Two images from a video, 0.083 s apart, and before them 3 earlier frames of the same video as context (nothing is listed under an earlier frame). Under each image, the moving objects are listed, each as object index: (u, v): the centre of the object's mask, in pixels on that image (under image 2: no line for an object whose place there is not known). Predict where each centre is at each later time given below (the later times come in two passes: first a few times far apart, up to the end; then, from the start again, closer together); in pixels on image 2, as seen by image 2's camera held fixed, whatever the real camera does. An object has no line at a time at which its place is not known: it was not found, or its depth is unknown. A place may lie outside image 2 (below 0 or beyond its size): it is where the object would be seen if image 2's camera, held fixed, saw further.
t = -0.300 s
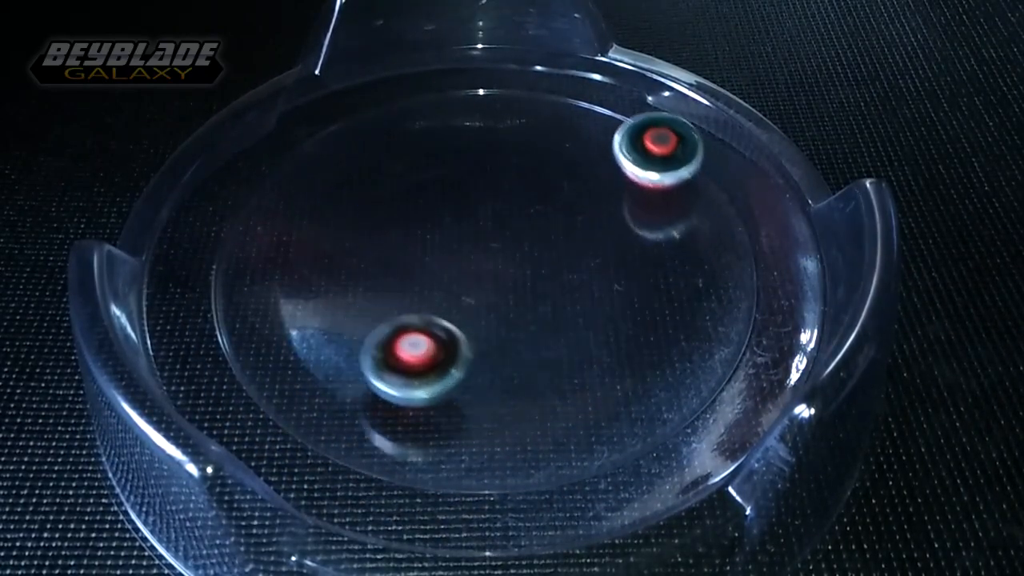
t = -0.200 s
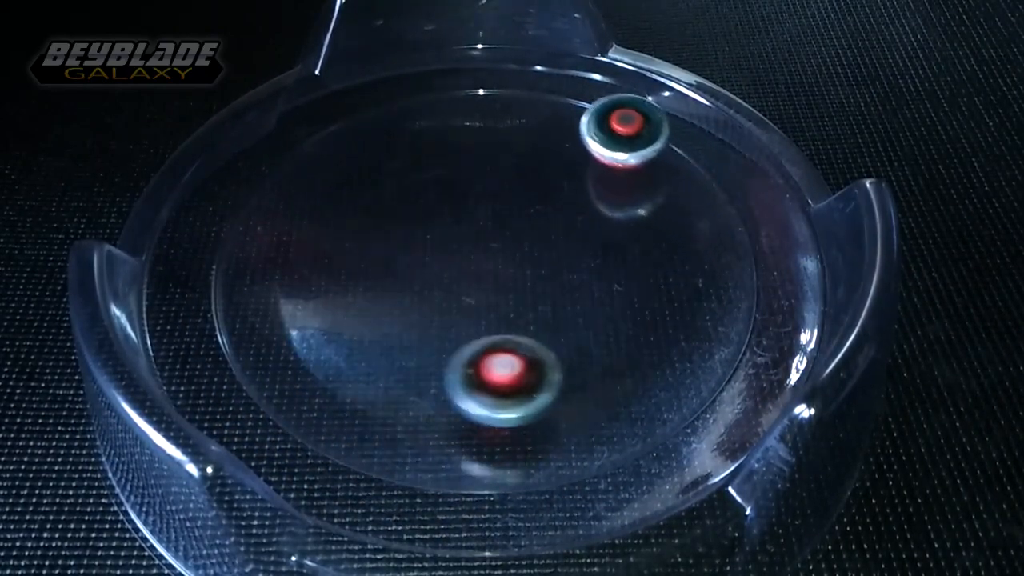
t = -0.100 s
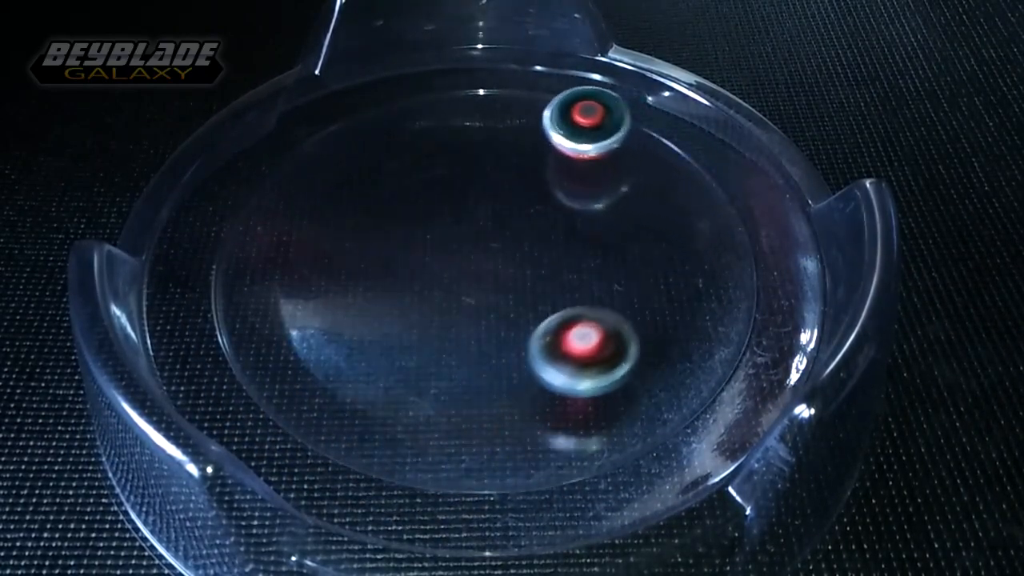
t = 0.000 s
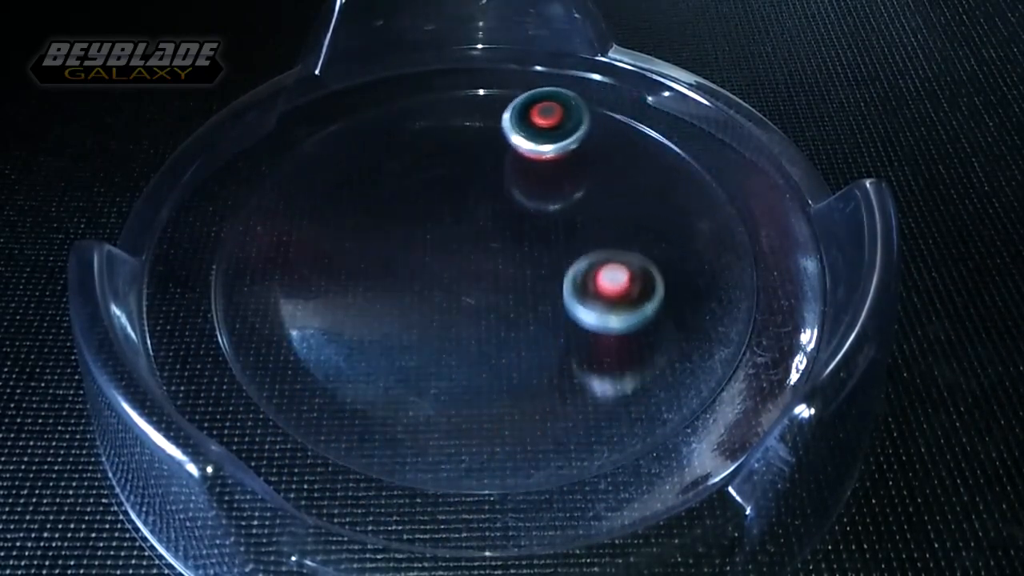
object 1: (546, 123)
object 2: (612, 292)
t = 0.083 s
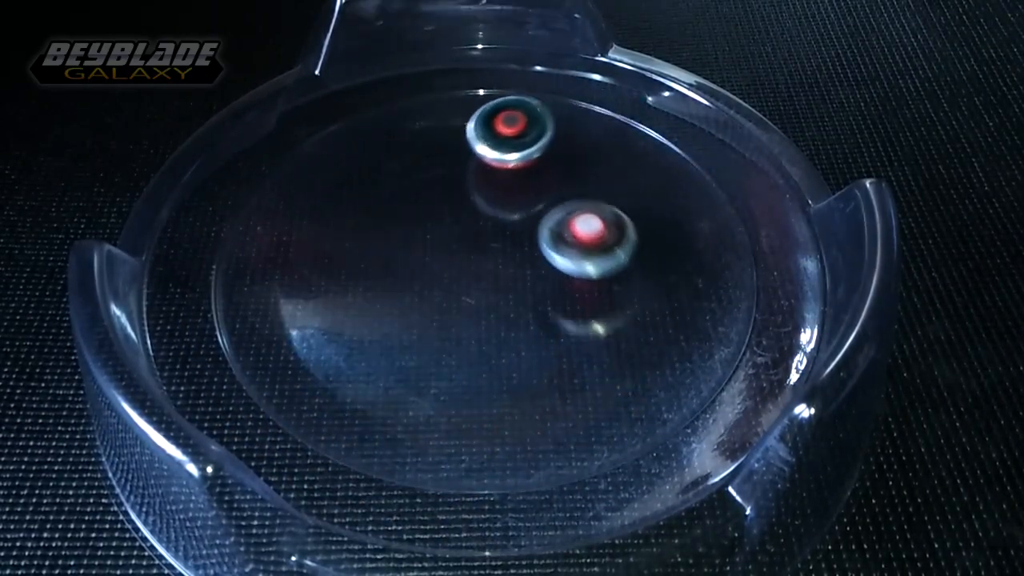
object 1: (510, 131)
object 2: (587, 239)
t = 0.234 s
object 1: (439, 132)
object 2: (479, 212)
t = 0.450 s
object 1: (365, 178)
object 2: (336, 283)
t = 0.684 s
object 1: (362, 251)
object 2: (446, 380)
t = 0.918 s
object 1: (423, 303)
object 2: (558, 268)
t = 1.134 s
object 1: (494, 294)
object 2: (424, 177)
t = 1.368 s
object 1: (491, 261)
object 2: (289, 264)
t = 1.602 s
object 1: (474, 257)
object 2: (472, 342)
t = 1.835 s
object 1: (448, 213)
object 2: (615, 237)
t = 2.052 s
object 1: (438, 229)
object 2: (504, 133)
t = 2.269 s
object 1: (435, 241)
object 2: (347, 196)
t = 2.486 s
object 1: (448, 240)
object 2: (402, 339)
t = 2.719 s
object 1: (468, 239)
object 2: (617, 310)
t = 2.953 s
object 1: (483, 240)
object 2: (583, 171)
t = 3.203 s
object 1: (493, 246)
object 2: (384, 193)
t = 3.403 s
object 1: (495, 254)
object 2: (352, 321)
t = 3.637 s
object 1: (489, 266)
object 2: (555, 369)
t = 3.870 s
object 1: (485, 271)
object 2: (604, 228)
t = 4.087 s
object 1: (480, 271)
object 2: (446, 170)
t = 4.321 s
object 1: (466, 270)
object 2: (307, 263)
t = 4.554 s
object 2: (444, 375)
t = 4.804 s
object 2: (589, 259)
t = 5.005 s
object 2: (499, 161)
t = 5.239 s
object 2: (332, 191)
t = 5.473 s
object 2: (370, 329)
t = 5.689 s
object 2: (562, 316)
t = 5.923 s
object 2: (581, 181)
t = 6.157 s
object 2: (421, 153)
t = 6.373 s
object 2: (349, 267)
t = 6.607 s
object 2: (504, 356)
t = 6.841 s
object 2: (629, 255)
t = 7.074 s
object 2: (510, 168)
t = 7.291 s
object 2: (364, 222)
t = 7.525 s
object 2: (387, 353)
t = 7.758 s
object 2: (572, 337)
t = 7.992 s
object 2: (559, 209)
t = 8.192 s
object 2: (425, 165)
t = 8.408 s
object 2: (311, 239)
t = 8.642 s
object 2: (420, 345)
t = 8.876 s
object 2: (593, 301)
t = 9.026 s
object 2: (606, 218)
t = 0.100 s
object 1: (503, 134)
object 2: (577, 230)
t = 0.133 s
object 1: (490, 140)
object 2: (553, 216)
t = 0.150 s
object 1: (484, 144)
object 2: (539, 209)
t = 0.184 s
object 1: (468, 141)
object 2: (516, 207)
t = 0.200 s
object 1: (457, 137)
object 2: (505, 209)
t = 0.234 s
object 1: (439, 132)
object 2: (479, 212)
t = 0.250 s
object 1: (432, 131)
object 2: (465, 213)
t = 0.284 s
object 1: (417, 134)
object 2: (437, 216)
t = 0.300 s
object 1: (411, 137)
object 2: (422, 219)
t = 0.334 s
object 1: (398, 145)
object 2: (396, 228)
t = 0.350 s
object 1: (392, 149)
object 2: (384, 234)
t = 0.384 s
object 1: (381, 158)
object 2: (364, 248)
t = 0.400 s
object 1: (377, 163)
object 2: (355, 256)
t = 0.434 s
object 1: (368, 172)
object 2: (341, 274)
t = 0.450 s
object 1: (365, 178)
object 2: (336, 283)
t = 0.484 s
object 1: (360, 188)
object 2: (332, 302)
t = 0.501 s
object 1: (358, 194)
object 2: (332, 311)
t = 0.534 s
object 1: (356, 204)
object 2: (336, 329)
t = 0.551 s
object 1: (356, 209)
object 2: (343, 339)
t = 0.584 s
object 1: (356, 220)
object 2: (362, 355)
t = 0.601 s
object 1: (356, 226)
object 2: (374, 363)
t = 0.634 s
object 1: (357, 236)
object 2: (403, 374)
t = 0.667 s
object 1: (360, 246)
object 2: (432, 379)
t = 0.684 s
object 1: (362, 251)
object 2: (446, 380)
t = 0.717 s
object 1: (367, 261)
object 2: (475, 376)
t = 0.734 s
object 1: (370, 265)
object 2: (487, 373)
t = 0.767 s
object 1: (377, 275)
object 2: (512, 361)
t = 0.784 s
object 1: (381, 279)
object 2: (524, 354)
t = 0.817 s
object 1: (390, 286)
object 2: (543, 336)
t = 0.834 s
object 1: (395, 290)
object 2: (550, 325)
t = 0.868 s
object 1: (406, 296)
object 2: (559, 303)
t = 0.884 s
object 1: (411, 299)
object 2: (561, 291)
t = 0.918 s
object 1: (423, 303)
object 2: (558, 268)
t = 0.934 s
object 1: (429, 304)
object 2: (555, 258)
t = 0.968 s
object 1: (441, 306)
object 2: (543, 237)
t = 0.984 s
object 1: (448, 306)
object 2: (535, 227)
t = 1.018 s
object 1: (460, 306)
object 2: (515, 210)
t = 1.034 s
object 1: (466, 305)
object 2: (504, 202)
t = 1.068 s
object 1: (477, 303)
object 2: (479, 190)
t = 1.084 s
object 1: (482, 301)
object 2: (466, 185)
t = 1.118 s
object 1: (490, 297)
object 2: (438, 178)
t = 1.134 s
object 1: (494, 294)
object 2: (424, 177)
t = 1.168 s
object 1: (500, 288)
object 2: (395, 177)
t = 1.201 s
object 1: (504, 282)
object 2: (367, 181)
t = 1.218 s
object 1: (505, 279)
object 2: (354, 184)
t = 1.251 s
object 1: (505, 272)
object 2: (329, 196)
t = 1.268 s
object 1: (505, 269)
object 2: (318, 203)
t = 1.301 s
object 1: (502, 265)
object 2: (302, 221)
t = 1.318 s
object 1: (499, 263)
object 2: (296, 231)
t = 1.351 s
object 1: (493, 261)
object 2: (289, 252)
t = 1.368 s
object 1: (491, 261)
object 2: (289, 264)
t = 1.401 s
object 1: (487, 260)
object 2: (296, 287)
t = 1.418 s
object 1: (484, 259)
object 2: (303, 298)
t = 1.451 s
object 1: (481, 259)
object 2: (324, 319)
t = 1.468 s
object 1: (479, 258)
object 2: (336, 327)
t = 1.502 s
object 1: (477, 258)
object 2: (367, 340)
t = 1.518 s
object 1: (476, 258)
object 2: (384, 345)
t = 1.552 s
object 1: (475, 258)
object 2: (420, 349)
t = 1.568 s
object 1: (475, 258)
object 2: (439, 348)
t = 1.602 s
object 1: (474, 257)
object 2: (472, 342)
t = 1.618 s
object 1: (474, 257)
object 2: (488, 337)
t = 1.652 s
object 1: (472, 255)
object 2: (518, 324)
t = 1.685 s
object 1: (466, 239)
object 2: (550, 322)
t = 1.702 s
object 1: (463, 232)
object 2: (563, 318)
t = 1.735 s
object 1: (458, 222)
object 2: (587, 305)
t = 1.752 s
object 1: (456, 218)
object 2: (596, 295)
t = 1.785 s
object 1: (452, 214)
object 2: (608, 273)
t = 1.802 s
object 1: (451, 213)
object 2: (612, 261)
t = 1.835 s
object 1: (448, 213)
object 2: (615, 237)
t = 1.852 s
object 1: (447, 213)
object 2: (614, 225)
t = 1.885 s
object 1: (445, 216)
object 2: (607, 203)
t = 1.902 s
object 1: (445, 217)
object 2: (602, 193)
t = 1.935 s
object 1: (443, 220)
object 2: (587, 174)
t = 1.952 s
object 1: (442, 222)
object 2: (578, 165)
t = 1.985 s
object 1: (441, 224)
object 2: (556, 151)
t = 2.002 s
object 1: (440, 225)
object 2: (544, 144)
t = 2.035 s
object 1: (439, 228)
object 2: (518, 136)
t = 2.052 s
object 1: (438, 229)
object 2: (504, 133)
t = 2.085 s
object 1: (437, 231)
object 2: (476, 130)
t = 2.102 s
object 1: (437, 232)
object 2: (462, 131)
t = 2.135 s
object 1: (437, 235)
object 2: (434, 135)
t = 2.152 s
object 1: (436, 236)
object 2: (420, 139)
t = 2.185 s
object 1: (436, 238)
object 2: (394, 151)
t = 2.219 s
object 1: (436, 240)
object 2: (372, 167)
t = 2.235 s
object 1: (435, 241)
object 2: (362, 176)
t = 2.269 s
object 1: (435, 241)
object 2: (347, 196)
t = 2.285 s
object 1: (435, 241)
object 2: (341, 207)
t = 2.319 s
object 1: (436, 241)
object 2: (334, 230)
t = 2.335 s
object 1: (437, 241)
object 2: (334, 242)
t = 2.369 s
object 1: (439, 241)
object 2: (337, 266)
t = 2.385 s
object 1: (440, 241)
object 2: (341, 278)
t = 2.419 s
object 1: (443, 241)
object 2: (356, 302)
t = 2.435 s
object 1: (444, 240)
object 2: (365, 312)
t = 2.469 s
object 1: (447, 240)
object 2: (388, 331)
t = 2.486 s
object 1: (448, 240)
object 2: (402, 339)
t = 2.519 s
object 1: (451, 240)
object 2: (433, 351)
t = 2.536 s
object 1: (452, 240)
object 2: (450, 355)
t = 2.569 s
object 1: (455, 240)
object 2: (485, 360)
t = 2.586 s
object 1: (457, 240)
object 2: (503, 359)
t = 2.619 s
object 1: (459, 240)
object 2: (538, 354)
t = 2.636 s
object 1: (461, 240)
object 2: (553, 350)
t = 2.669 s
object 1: (464, 240)
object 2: (583, 337)
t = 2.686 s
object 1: (465, 239)
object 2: (596, 328)
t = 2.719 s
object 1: (468, 239)
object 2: (617, 310)
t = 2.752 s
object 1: (470, 239)
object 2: (633, 288)
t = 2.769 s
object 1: (471, 239)
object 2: (637, 277)
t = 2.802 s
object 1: (474, 239)
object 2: (642, 254)
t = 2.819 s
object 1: (475, 239)
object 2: (641, 243)
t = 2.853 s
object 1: (477, 239)
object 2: (635, 222)
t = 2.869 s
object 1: (478, 239)
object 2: (630, 211)
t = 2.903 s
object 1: (480, 239)
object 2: (615, 193)
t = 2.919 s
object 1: (481, 240)
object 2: (605, 185)
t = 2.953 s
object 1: (483, 240)
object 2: (583, 171)
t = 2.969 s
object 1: (484, 240)
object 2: (571, 166)
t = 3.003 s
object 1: (485, 241)
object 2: (545, 158)
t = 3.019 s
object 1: (486, 241)
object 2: (531, 155)
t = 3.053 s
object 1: (488, 242)
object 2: (502, 153)
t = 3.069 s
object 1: (489, 242)
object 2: (488, 154)
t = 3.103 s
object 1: (490, 243)
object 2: (459, 158)
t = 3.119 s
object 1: (490, 244)
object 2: (446, 161)
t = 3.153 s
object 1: (491, 244)
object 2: (419, 171)
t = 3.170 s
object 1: (492, 245)
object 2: (407, 177)
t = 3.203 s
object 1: (493, 246)
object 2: (384, 193)
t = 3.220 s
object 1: (493, 246)
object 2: (374, 201)
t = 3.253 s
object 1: (494, 248)
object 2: (358, 221)
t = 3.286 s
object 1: (494, 249)
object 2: (346, 241)
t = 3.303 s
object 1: (495, 249)
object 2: (342, 252)
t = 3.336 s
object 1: (495, 251)
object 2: (339, 275)
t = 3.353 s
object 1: (495, 251)
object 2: (340, 287)
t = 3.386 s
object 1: (495, 253)
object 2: (346, 310)
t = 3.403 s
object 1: (495, 254)
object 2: (352, 321)
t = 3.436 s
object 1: (495, 256)
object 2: (370, 342)
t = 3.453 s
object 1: (495, 257)
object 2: (381, 351)
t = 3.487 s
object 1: (494, 259)
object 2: (408, 367)
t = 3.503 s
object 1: (494, 260)
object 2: (424, 372)
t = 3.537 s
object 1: (492, 262)
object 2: (457, 381)
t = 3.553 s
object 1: (492, 263)
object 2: (473, 383)
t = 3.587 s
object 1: (490, 264)
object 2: (508, 381)
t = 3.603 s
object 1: (490, 265)
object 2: (525, 379)
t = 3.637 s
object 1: (489, 266)
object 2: (555, 369)
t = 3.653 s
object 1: (488, 266)
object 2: (569, 362)
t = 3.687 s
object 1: (488, 267)
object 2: (593, 345)
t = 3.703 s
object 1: (487, 268)
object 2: (602, 335)
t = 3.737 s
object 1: (487, 268)
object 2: (616, 314)
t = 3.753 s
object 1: (487, 269)
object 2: (620, 303)
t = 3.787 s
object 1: (486, 269)
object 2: (624, 280)
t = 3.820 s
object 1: (486, 270)
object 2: (620, 258)
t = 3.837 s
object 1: (485, 270)
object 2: (616, 248)
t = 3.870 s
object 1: (485, 271)
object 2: (604, 228)
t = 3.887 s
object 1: (485, 271)
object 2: (596, 219)
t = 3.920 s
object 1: (484, 271)
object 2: (576, 203)
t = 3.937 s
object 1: (484, 271)
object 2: (565, 196)
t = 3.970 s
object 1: (483, 271)
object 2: (542, 185)
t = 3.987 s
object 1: (483, 271)
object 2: (529, 180)
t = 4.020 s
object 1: (482, 271)
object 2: (502, 174)
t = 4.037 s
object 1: (482, 271)
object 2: (488, 171)
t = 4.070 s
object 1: (481, 271)
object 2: (460, 170)
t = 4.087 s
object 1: (480, 271)
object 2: (446, 170)
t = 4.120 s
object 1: (479, 271)
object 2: (418, 174)
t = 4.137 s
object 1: (478, 271)
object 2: (404, 178)
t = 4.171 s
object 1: (476, 271)
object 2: (379, 187)
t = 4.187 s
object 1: (475, 270)
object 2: (367, 192)
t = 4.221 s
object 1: (473, 271)
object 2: (345, 206)
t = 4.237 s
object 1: (472, 270)
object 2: (336, 214)
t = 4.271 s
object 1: (470, 270)
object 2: (320, 232)
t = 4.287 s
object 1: (468, 270)
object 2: (314, 242)
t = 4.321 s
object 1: (466, 270)
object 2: (307, 263)
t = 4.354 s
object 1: (463, 270)
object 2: (306, 286)
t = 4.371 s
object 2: (309, 297)
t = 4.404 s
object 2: (319, 319)
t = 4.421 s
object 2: (327, 329)
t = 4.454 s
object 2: (344, 343)
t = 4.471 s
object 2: (361, 354)
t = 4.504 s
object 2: (393, 367)
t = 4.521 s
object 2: (409, 371)
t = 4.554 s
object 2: (444, 375)
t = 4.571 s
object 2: (461, 375)
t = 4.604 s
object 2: (493, 369)
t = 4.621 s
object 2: (509, 364)
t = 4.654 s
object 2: (536, 351)
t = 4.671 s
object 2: (548, 342)
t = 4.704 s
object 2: (567, 324)
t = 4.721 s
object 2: (575, 314)
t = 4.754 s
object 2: (585, 292)
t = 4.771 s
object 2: (587, 281)
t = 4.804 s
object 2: (589, 259)
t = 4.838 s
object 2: (584, 238)
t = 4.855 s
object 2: (580, 228)
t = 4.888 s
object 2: (569, 209)
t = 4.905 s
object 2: (561, 201)
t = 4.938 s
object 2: (543, 185)
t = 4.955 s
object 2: (533, 178)
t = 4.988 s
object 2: (511, 166)
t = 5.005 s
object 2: (499, 161)
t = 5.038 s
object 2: (475, 154)
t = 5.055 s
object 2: (462, 152)
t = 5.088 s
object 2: (436, 150)
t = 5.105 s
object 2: (422, 151)
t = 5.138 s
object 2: (396, 155)
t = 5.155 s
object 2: (384, 159)
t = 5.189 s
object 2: (361, 169)
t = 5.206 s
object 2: (351, 175)
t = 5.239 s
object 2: (332, 191)
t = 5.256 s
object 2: (325, 200)
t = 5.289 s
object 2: (314, 219)
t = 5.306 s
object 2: (311, 229)
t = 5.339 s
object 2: (310, 251)
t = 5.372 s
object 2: (315, 273)
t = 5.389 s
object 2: (320, 284)
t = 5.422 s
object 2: (335, 305)
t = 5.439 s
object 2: (346, 313)
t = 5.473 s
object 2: (370, 329)
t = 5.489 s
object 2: (385, 336)
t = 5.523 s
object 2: (415, 344)
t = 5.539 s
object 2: (431, 347)
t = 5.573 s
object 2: (463, 349)
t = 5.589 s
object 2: (480, 347)
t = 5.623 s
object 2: (511, 341)
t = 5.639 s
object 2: (525, 336)
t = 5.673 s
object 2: (550, 324)
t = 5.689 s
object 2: (562, 316)
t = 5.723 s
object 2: (581, 298)
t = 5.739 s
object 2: (589, 288)
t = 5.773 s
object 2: (600, 269)
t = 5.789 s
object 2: (603, 258)
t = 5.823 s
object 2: (605, 237)
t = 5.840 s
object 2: (604, 227)
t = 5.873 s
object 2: (599, 207)
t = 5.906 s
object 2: (588, 189)
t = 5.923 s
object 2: (581, 181)
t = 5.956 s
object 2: (564, 167)
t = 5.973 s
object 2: (554, 161)
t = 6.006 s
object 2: (532, 151)
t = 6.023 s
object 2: (520, 147)
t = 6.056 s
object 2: (496, 142)
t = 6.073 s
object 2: (483, 141)
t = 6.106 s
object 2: (458, 143)
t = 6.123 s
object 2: (445, 145)
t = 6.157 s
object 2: (421, 153)
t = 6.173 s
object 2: (410, 158)
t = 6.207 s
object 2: (389, 170)
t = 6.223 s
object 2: (380, 178)
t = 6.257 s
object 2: (364, 195)
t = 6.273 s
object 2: (358, 204)
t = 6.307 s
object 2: (350, 224)
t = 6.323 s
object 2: (347, 234)
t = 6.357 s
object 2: (347, 256)
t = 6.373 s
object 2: (349, 267)
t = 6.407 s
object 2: (357, 288)
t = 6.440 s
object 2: (371, 307)
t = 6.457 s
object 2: (380, 316)
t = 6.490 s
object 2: (401, 332)
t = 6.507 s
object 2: (415, 339)
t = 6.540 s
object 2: (443, 350)
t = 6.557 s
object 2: (458, 353)
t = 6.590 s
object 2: (488, 357)
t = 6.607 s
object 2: (504, 356)
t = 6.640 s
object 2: (534, 351)
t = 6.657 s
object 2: (548, 348)
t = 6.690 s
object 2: (574, 337)
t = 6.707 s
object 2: (586, 330)
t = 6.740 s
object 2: (606, 313)
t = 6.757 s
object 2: (613, 304)
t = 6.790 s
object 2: (624, 285)
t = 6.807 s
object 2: (627, 275)
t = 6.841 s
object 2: (629, 255)
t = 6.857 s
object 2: (627, 245)
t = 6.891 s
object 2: (620, 226)
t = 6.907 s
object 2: (615, 218)
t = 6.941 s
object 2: (600, 202)
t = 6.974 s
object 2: (581, 189)
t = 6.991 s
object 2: (570, 183)
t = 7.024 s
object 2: (548, 175)
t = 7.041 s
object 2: (535, 172)
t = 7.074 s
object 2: (510, 168)
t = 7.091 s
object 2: (497, 167)
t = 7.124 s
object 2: (471, 169)
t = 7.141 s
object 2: (458, 170)
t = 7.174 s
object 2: (433, 177)
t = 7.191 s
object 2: (421, 181)
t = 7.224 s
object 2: (399, 192)
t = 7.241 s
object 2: (389, 198)
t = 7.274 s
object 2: (371, 214)
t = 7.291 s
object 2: (364, 222)
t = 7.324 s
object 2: (351, 240)
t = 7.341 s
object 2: (347, 249)
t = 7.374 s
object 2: (341, 269)
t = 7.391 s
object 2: (340, 279)
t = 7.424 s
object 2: (343, 299)
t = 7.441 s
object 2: (346, 310)
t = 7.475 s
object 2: (358, 329)
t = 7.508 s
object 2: (376, 346)
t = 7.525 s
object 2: (387, 353)
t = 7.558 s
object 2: (413, 365)
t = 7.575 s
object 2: (427, 369)
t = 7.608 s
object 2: (456, 375)
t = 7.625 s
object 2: (471, 375)
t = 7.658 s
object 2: (500, 373)
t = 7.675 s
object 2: (515, 369)
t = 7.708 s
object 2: (541, 359)
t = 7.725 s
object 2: (553, 353)
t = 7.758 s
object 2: (572, 337)
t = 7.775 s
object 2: (581, 328)
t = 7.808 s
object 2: (592, 309)
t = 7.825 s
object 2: (596, 299)
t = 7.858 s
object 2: (598, 279)
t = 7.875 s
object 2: (597, 269)
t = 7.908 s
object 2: (592, 250)
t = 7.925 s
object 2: (588, 241)
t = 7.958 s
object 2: (575, 224)
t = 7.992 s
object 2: (559, 209)
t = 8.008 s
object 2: (550, 202)
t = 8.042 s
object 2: (530, 190)
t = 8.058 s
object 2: (519, 185)
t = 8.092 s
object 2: (496, 176)
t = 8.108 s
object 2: (485, 172)
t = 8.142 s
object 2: (462, 167)
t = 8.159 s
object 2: (449, 166)
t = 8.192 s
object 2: (425, 165)
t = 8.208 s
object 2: (412, 166)
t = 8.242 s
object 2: (389, 171)
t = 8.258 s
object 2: (377, 175)
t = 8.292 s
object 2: (356, 184)
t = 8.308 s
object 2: (347, 190)
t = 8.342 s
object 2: (331, 204)
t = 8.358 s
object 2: (324, 212)
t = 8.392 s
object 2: (314, 229)
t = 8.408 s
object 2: (311, 239)
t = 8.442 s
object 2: (310, 258)
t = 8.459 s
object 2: (312, 269)
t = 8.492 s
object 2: (319, 288)
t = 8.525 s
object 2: (333, 307)
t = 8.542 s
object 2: (341, 315)
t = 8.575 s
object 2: (365, 329)
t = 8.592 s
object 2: (378, 334)
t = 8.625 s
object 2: (405, 343)
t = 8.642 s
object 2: (420, 345)
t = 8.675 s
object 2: (450, 347)
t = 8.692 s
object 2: (465, 347)
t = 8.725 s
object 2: (494, 342)
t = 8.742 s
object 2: (507, 341)
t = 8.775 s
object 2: (533, 340)
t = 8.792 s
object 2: (544, 336)
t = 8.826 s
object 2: (566, 325)
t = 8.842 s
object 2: (577, 317)
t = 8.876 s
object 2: (593, 301)
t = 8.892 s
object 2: (600, 292)
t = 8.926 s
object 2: (609, 274)
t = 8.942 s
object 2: (612, 265)
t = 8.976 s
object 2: (613, 246)
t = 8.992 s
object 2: (612, 236)
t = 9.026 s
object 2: (606, 218)
